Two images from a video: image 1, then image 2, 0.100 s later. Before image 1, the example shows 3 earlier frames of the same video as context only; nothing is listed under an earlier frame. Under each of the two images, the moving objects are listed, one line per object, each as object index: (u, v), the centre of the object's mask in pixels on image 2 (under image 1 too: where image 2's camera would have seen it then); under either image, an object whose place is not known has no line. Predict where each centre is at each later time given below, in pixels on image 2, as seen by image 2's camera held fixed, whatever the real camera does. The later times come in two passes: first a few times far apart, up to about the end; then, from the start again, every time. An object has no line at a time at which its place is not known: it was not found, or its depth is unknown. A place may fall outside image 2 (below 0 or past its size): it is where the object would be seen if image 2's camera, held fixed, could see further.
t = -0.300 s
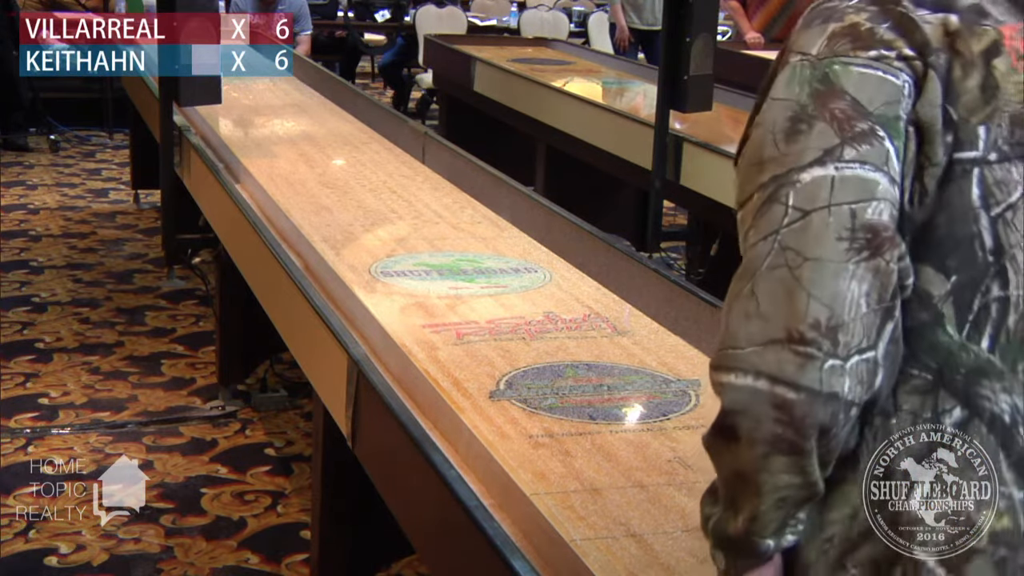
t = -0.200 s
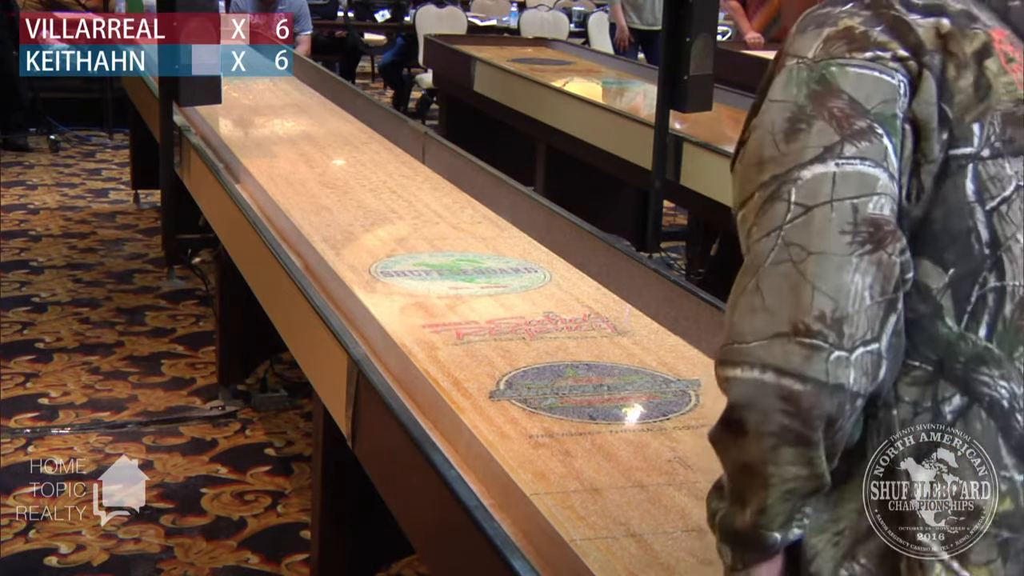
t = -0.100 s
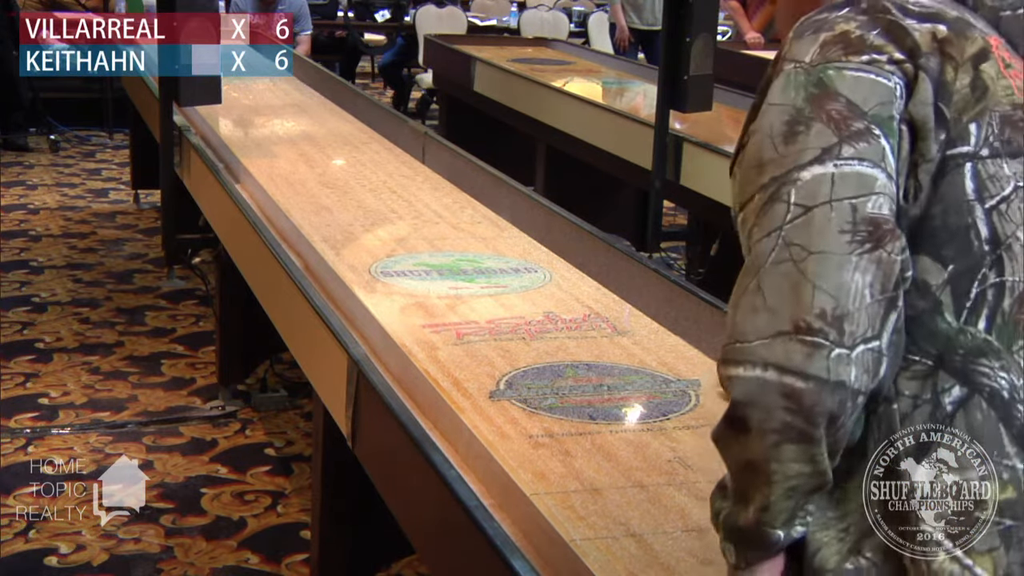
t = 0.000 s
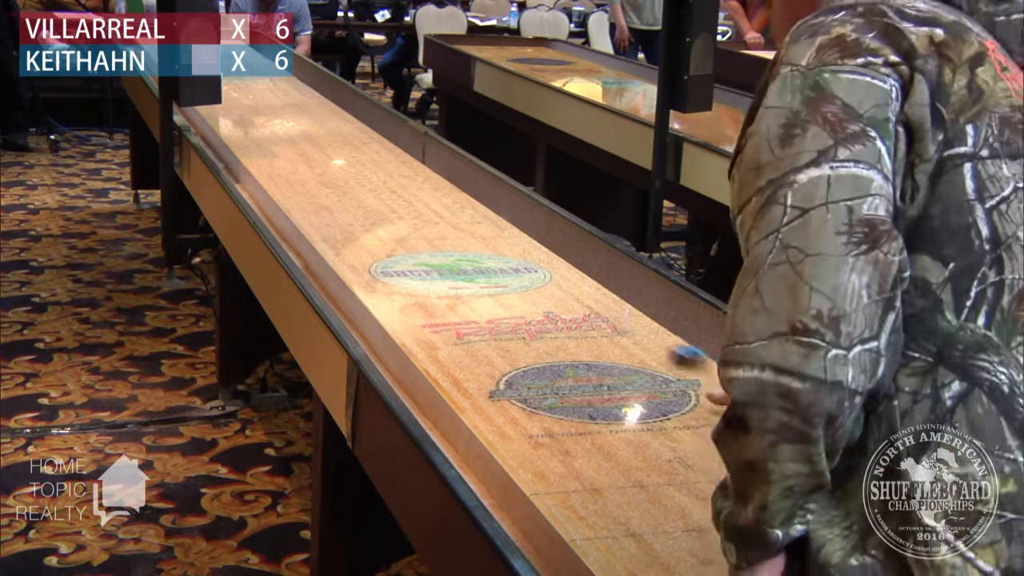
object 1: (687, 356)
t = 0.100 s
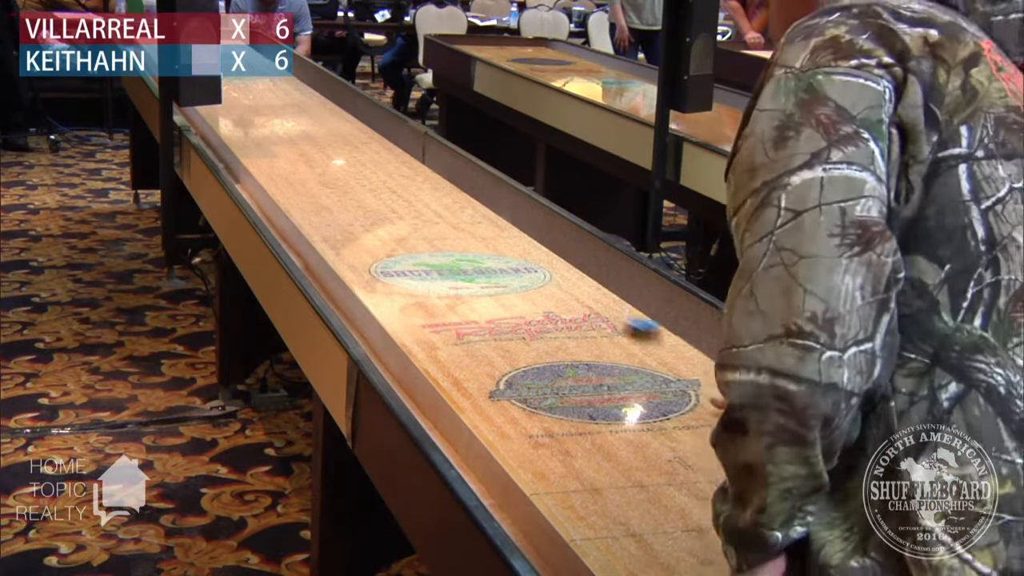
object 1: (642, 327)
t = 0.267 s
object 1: (578, 290)
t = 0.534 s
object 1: (495, 240)
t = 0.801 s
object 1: (431, 202)
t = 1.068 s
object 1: (379, 171)
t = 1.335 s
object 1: (337, 146)
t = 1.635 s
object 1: (297, 122)
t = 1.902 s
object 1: (268, 105)
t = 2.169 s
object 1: (243, 90)
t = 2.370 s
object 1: (228, 81)
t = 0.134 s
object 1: (629, 320)
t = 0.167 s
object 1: (615, 311)
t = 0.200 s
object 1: (602, 304)
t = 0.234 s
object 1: (590, 296)
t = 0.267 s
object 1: (578, 290)
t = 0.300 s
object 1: (566, 283)
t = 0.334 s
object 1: (554, 276)
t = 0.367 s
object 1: (543, 270)
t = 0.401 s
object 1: (534, 264)
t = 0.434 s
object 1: (524, 257)
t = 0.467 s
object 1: (513, 252)
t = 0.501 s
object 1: (504, 246)
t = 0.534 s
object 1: (495, 240)
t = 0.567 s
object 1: (486, 235)
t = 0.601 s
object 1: (478, 229)
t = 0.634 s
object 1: (469, 225)
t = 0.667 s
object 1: (462, 220)
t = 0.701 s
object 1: (453, 215)
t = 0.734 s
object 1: (446, 210)
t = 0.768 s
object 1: (438, 206)
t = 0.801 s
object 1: (431, 202)
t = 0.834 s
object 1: (424, 197)
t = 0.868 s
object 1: (417, 193)
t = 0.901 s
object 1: (410, 189)
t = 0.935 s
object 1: (404, 186)
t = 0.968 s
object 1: (398, 181)
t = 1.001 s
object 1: (392, 178)
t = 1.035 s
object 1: (385, 174)
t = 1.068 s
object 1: (379, 171)
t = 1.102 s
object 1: (374, 168)
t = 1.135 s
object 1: (368, 164)
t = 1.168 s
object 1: (362, 161)
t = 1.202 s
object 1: (356, 158)
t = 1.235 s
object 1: (351, 155)
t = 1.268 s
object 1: (346, 152)
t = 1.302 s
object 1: (341, 149)
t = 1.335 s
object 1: (337, 146)
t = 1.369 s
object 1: (332, 143)
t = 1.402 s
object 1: (327, 140)
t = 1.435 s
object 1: (323, 138)
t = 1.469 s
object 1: (318, 135)
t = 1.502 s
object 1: (314, 133)
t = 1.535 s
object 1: (309, 130)
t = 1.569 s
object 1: (306, 127)
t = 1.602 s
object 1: (301, 125)
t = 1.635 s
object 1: (297, 122)
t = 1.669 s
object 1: (293, 120)
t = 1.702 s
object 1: (290, 118)
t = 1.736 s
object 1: (286, 116)
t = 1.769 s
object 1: (282, 114)
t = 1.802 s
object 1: (278, 112)
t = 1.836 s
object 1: (275, 110)
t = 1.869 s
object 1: (272, 107)
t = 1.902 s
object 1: (268, 105)
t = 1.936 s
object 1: (265, 103)
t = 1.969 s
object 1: (261, 101)
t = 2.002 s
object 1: (258, 99)
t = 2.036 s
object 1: (255, 97)
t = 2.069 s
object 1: (252, 96)
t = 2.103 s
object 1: (248, 94)
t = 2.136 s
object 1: (246, 92)
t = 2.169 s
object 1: (243, 90)
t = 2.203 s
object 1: (240, 89)
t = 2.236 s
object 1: (238, 87)
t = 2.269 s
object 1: (234, 86)
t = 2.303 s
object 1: (232, 84)
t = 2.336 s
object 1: (229, 83)
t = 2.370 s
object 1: (228, 81)
